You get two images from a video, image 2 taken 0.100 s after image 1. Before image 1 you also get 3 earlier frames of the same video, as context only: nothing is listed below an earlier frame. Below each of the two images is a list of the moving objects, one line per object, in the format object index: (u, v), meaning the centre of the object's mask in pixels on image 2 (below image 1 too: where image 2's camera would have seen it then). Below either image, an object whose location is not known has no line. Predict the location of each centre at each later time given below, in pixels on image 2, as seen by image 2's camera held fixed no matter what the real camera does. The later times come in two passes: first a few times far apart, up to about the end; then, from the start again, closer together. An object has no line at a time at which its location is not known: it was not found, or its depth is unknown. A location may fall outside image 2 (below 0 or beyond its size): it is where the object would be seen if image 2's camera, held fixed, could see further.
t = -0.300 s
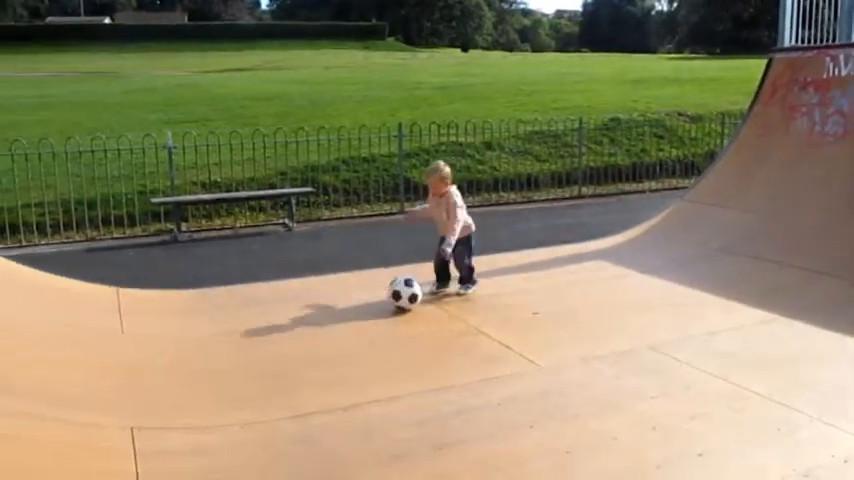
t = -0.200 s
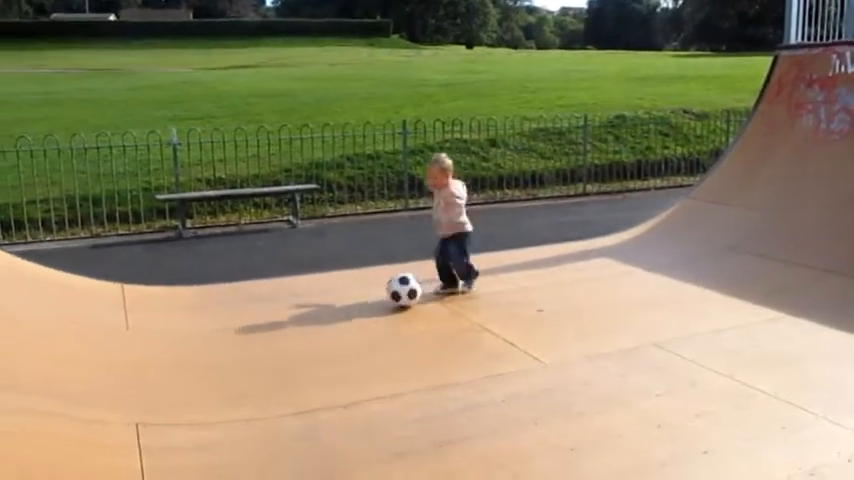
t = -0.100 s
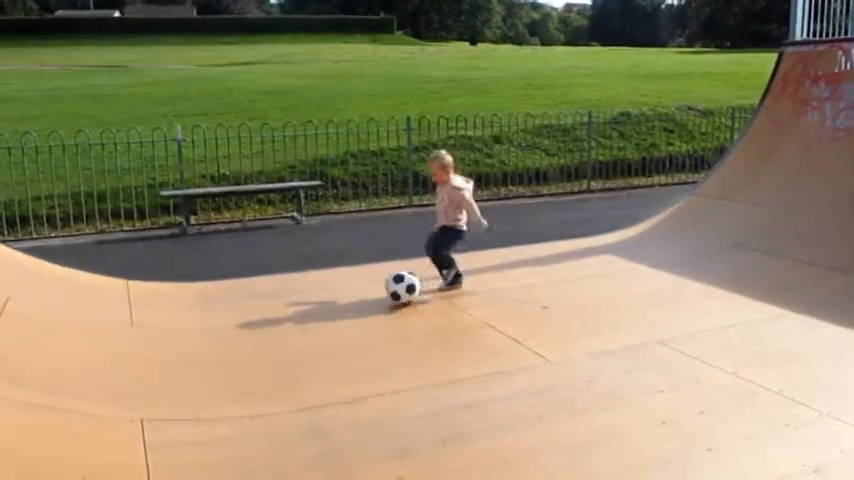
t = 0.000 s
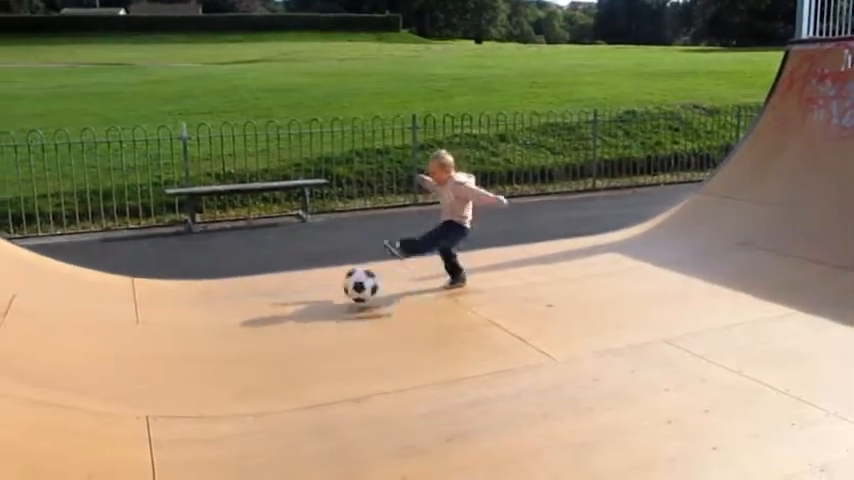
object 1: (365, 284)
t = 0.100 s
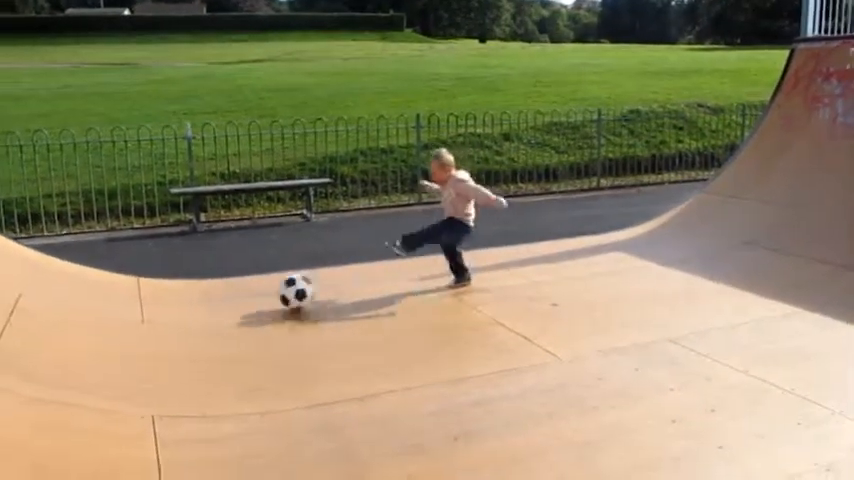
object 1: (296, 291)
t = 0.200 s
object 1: (225, 296)
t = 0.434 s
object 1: (72, 271)
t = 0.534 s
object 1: (16, 250)
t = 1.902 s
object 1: (62, 240)
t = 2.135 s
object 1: (140, 272)
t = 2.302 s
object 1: (178, 237)
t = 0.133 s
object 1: (273, 293)
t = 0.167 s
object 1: (249, 294)
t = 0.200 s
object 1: (225, 296)
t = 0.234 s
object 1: (203, 295)
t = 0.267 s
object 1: (180, 292)
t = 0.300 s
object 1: (157, 291)
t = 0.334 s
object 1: (134, 290)
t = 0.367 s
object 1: (113, 282)
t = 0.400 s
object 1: (92, 276)
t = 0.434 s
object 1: (72, 271)
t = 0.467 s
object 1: (51, 268)
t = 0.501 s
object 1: (33, 258)
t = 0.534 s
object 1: (16, 250)
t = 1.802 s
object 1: (25, 225)
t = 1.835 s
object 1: (37, 230)
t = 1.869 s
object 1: (50, 235)
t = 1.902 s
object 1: (62, 240)
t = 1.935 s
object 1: (75, 246)
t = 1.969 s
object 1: (87, 252)
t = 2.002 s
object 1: (99, 258)
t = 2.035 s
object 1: (112, 264)
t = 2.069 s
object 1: (123, 270)
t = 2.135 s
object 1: (140, 272)
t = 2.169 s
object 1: (146, 266)
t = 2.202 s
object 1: (154, 260)
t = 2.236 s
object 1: (162, 249)
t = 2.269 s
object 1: (170, 243)
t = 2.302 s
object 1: (178, 237)
